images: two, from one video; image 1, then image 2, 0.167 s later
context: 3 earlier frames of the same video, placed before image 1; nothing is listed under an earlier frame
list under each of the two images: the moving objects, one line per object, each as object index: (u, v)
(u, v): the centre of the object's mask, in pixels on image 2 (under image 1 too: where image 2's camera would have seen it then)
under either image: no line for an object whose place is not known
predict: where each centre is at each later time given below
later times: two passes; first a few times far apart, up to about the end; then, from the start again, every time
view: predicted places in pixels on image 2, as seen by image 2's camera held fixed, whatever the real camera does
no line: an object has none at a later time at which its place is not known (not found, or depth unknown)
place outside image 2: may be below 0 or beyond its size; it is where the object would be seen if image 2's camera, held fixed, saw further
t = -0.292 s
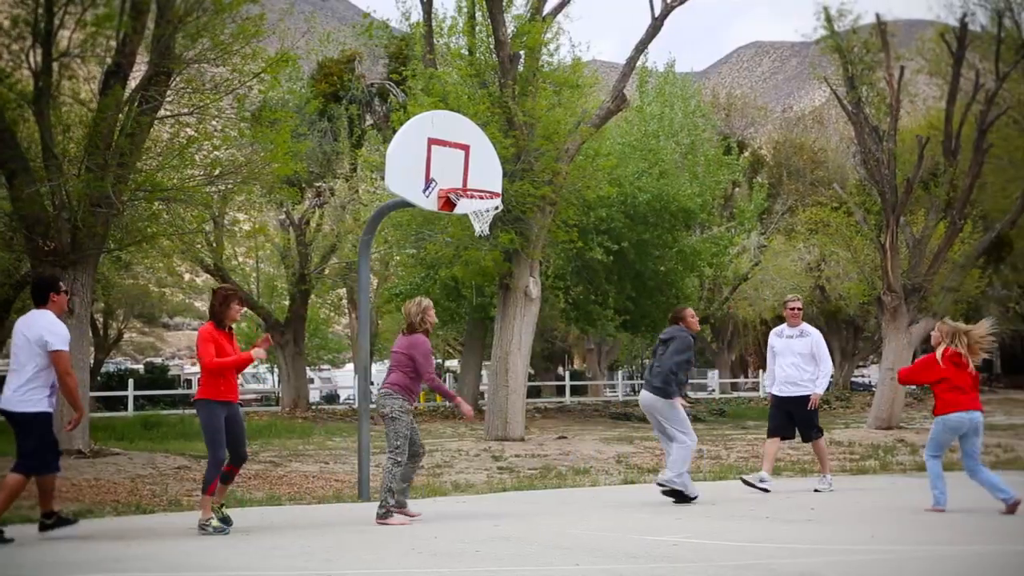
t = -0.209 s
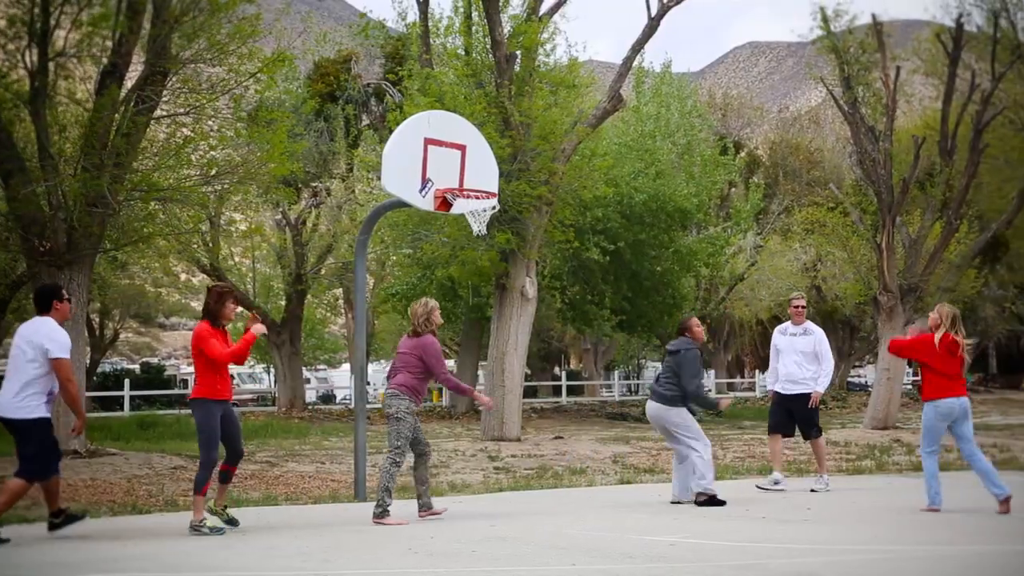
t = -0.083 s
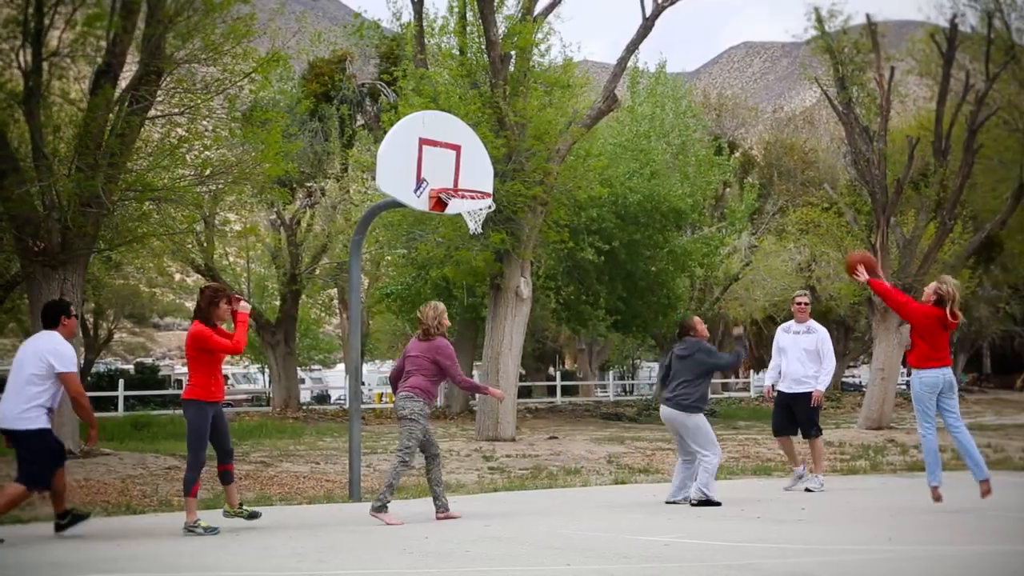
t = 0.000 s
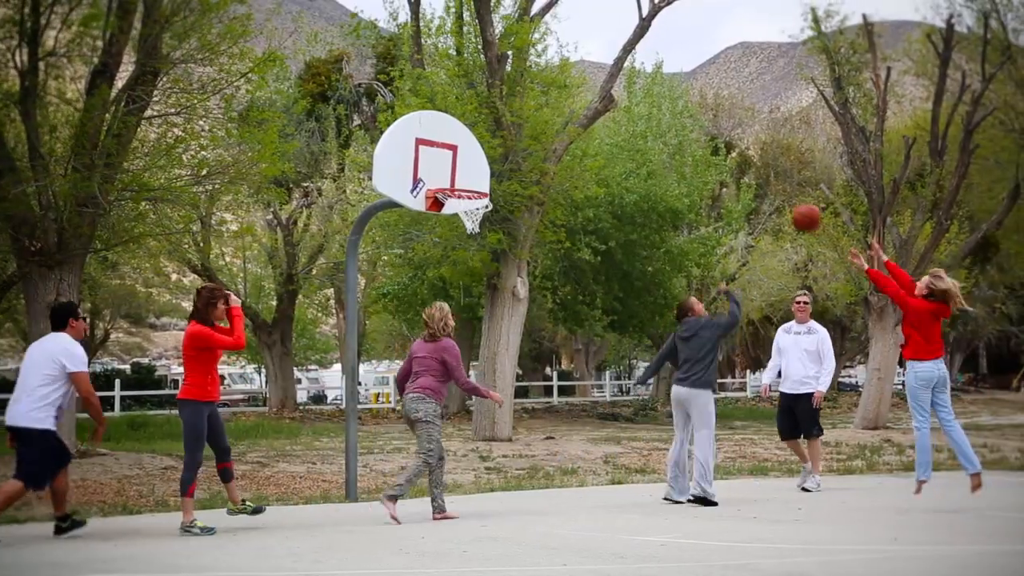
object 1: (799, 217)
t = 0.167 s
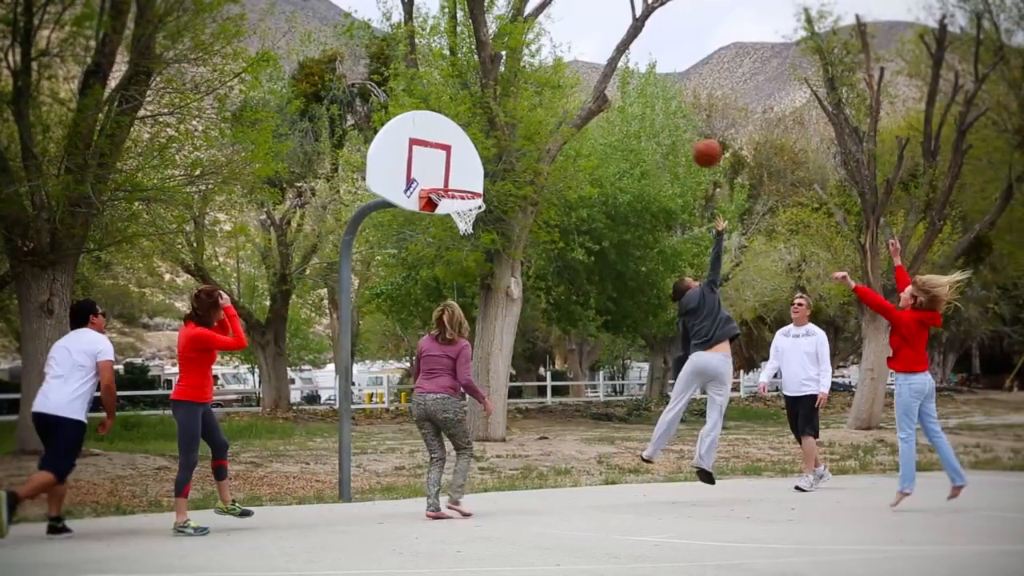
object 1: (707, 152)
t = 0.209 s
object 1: (685, 142)
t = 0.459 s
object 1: (564, 123)
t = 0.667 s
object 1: (473, 161)
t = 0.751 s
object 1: (449, 180)
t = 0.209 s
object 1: (685, 142)
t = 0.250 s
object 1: (665, 134)
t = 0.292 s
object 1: (643, 128)
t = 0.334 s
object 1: (622, 124)
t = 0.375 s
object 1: (603, 122)
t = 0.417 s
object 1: (584, 121)
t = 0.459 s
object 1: (564, 123)
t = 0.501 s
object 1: (546, 127)
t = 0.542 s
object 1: (527, 133)
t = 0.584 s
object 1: (509, 141)
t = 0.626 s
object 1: (491, 150)
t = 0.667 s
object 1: (473, 161)
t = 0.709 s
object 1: (455, 174)
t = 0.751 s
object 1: (449, 180)
